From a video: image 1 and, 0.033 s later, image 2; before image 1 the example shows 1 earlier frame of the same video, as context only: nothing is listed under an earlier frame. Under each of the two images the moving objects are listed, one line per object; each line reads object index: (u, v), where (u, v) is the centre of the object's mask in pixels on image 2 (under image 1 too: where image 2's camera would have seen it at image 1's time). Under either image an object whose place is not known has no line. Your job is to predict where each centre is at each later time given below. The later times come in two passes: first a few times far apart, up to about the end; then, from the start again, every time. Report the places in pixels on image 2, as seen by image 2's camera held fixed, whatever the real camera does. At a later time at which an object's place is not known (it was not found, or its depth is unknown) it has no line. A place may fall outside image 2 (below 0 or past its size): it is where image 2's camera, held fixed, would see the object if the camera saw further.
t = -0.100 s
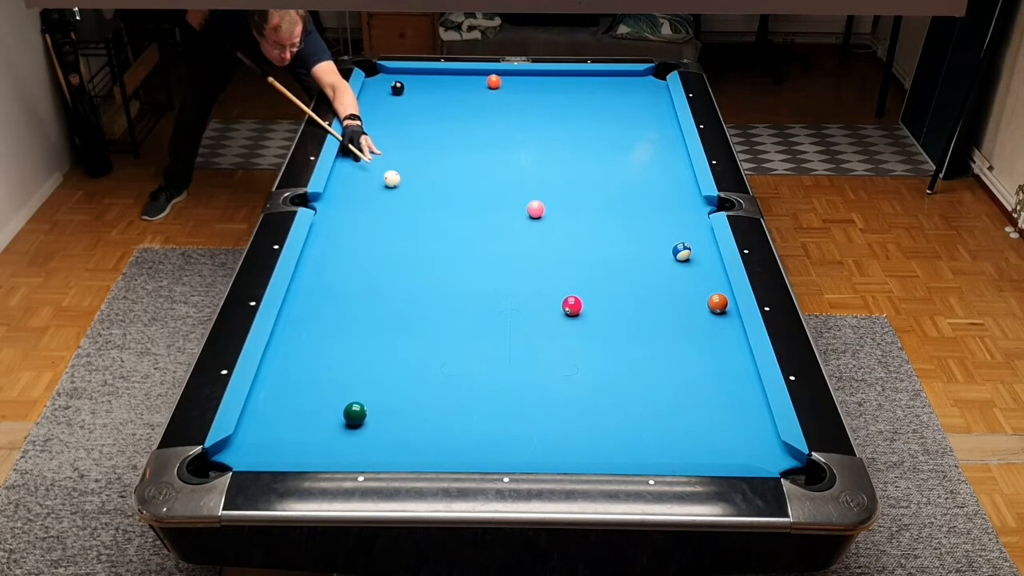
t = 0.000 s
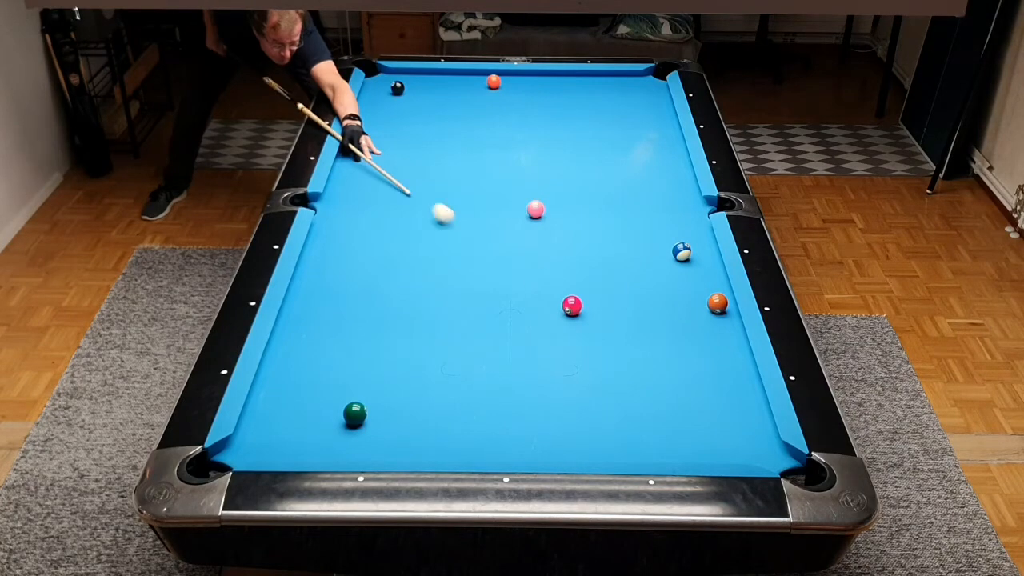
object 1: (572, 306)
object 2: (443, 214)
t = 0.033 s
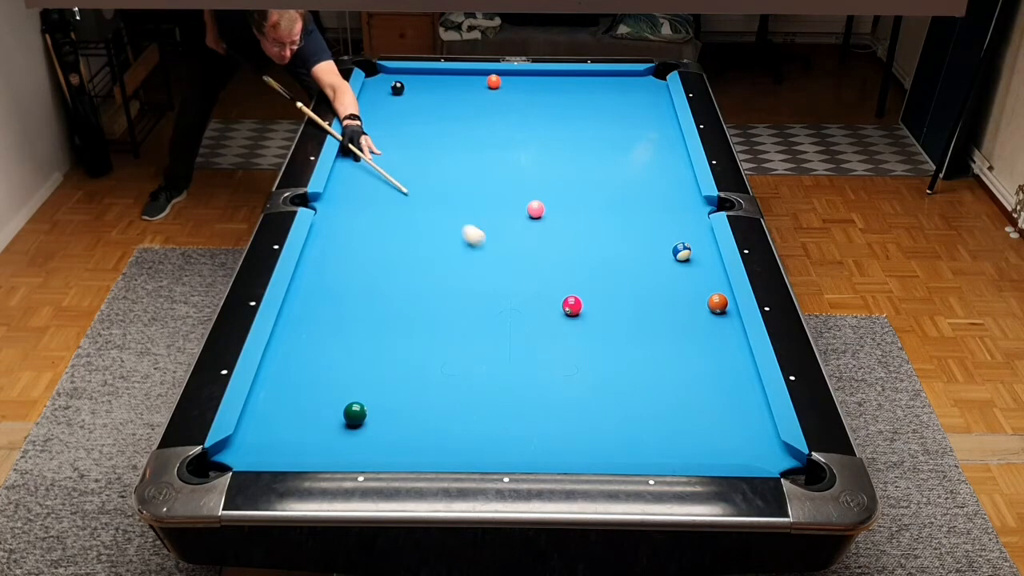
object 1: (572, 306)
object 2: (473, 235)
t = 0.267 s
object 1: (747, 439)
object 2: (567, 293)
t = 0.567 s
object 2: (574, 286)
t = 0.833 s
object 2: (580, 280)
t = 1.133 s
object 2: (585, 274)
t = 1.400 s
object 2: (588, 271)
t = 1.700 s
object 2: (591, 267)
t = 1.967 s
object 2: (592, 265)
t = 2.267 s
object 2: (593, 263)
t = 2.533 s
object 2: (592, 263)
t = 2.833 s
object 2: (592, 263)
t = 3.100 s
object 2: (592, 263)
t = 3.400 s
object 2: (592, 263)
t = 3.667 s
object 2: (592, 263)
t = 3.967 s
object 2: (592, 263)
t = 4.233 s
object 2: (592, 263)
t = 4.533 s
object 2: (592, 263)
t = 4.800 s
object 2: (592, 263)
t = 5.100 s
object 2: (592, 263)
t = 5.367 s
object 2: (592, 263)
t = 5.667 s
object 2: (592, 263)
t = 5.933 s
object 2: (592, 263)
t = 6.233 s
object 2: (592, 263)
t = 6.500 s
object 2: (592, 263)
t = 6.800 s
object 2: (592, 263)
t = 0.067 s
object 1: (572, 306)
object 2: (505, 258)
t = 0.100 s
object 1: (572, 306)
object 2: (539, 281)
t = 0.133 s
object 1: (586, 314)
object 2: (561, 296)
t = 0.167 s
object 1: (622, 343)
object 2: (564, 296)
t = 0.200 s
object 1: (661, 372)
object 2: (566, 295)
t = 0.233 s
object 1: (703, 405)
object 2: (567, 295)
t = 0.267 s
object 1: (747, 439)
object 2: (567, 293)
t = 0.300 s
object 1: (797, 474)
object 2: (568, 293)
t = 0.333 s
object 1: (815, 480)
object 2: (569, 292)
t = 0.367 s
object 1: (800, 481)
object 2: (570, 291)
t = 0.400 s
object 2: (571, 290)
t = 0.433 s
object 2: (572, 289)
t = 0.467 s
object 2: (572, 288)
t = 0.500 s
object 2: (573, 287)
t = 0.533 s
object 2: (574, 287)
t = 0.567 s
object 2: (574, 286)
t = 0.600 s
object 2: (575, 285)
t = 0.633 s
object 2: (576, 284)
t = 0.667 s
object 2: (577, 283)
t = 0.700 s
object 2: (578, 283)
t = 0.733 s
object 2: (578, 282)
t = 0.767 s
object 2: (579, 281)
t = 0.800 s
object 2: (579, 281)
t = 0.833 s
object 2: (580, 280)
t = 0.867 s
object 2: (581, 280)
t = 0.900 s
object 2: (581, 279)
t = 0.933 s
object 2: (582, 278)
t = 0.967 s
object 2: (582, 277)
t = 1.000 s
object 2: (583, 277)
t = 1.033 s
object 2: (583, 276)
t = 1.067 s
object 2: (584, 276)
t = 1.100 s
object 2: (584, 275)
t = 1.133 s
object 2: (585, 274)
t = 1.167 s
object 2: (585, 274)
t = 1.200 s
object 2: (586, 273)
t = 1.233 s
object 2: (586, 273)
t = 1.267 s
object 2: (586, 272)
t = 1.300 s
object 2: (587, 272)
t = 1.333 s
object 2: (588, 271)
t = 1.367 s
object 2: (588, 271)
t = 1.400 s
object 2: (588, 271)
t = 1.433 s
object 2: (589, 270)
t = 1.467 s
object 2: (589, 270)
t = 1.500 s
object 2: (589, 269)
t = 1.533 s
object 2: (590, 269)
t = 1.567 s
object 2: (590, 268)
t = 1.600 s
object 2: (590, 268)
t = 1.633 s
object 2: (590, 268)
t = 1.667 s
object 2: (590, 267)
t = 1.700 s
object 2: (591, 267)
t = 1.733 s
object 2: (591, 267)
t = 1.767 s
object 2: (591, 267)
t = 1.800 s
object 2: (591, 266)
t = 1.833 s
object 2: (592, 266)
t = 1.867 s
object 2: (592, 266)
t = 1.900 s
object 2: (592, 265)
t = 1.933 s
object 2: (592, 265)
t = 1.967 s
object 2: (592, 265)
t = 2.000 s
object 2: (592, 265)
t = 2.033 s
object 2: (593, 264)
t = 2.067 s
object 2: (593, 264)
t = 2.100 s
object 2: (593, 264)
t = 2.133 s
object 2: (593, 264)
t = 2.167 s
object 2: (593, 264)
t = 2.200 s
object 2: (593, 264)
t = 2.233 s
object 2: (593, 263)
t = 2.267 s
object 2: (593, 263)
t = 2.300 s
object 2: (593, 263)
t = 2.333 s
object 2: (592, 263)
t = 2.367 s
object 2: (592, 263)
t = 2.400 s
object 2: (592, 263)
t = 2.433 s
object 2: (592, 263)
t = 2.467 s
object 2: (592, 263)
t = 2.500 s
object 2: (592, 263)
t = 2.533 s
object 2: (592, 263)
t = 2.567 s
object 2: (592, 263)
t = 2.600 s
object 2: (592, 263)
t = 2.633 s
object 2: (592, 263)
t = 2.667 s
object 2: (592, 263)
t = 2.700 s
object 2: (592, 263)
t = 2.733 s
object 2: (592, 263)
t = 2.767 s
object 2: (592, 263)
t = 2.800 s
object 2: (592, 263)
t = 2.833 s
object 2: (592, 263)
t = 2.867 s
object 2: (592, 263)
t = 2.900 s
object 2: (592, 263)
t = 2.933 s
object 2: (592, 263)
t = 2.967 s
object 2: (592, 263)
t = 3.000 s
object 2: (592, 263)
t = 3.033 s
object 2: (592, 263)
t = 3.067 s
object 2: (592, 263)
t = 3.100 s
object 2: (592, 263)
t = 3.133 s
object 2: (592, 263)
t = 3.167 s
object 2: (592, 263)
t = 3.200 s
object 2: (592, 263)
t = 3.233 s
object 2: (592, 263)
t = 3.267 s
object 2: (592, 263)
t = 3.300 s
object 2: (592, 263)
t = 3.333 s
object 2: (592, 263)
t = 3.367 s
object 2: (592, 263)
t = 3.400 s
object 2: (592, 263)
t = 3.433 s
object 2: (592, 263)
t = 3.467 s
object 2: (592, 263)
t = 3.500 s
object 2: (592, 263)
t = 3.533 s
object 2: (592, 263)
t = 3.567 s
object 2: (592, 263)
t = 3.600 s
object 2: (592, 263)
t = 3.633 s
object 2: (592, 263)
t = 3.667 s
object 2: (592, 263)
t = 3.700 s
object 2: (592, 263)
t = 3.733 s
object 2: (592, 263)
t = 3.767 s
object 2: (592, 263)
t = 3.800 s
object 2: (592, 263)
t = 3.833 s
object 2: (592, 263)
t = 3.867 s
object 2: (592, 263)
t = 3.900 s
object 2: (592, 263)
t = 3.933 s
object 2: (592, 263)
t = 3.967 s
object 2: (592, 263)
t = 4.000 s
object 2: (592, 263)
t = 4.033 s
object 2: (592, 263)
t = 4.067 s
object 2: (592, 263)
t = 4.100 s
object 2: (592, 263)
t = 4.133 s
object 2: (592, 263)
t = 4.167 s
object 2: (592, 263)
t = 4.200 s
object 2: (592, 263)
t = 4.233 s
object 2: (592, 263)
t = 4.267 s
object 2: (592, 263)
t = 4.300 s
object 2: (592, 263)
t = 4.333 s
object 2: (592, 263)
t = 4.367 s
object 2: (592, 263)
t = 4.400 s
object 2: (592, 263)
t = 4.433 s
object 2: (592, 263)
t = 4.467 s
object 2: (592, 263)
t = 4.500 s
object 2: (592, 263)
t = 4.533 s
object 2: (592, 263)
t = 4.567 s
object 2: (592, 263)
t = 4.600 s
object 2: (592, 263)
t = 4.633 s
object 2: (592, 263)
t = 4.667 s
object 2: (592, 263)
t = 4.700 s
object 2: (592, 263)
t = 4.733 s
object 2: (592, 263)
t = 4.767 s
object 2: (592, 263)
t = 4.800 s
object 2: (592, 263)
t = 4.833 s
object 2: (592, 263)
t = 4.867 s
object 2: (592, 263)
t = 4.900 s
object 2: (592, 263)
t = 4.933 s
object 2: (592, 263)
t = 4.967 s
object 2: (592, 263)
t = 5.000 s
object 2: (592, 263)
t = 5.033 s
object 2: (592, 263)
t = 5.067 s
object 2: (592, 263)
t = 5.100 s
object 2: (592, 263)
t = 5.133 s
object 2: (592, 263)
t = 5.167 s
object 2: (592, 263)
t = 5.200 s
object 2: (592, 263)
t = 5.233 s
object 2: (592, 263)
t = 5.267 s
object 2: (592, 263)
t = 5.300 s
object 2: (592, 263)
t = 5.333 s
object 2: (592, 263)
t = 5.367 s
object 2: (592, 263)
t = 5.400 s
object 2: (592, 263)
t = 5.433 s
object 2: (592, 263)
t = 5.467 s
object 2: (592, 263)
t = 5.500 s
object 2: (592, 263)
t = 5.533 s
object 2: (592, 263)
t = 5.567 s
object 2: (592, 263)
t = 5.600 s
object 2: (592, 263)
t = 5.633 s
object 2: (592, 263)
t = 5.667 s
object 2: (592, 263)
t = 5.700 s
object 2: (592, 263)
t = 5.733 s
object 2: (592, 263)
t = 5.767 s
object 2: (592, 263)
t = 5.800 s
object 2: (592, 263)
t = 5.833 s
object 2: (592, 263)
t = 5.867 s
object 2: (592, 263)
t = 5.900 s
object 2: (592, 263)
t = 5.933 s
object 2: (592, 263)
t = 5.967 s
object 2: (592, 263)
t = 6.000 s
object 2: (592, 263)
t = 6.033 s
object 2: (592, 263)
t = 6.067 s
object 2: (592, 263)
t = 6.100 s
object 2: (592, 263)
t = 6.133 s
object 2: (592, 263)
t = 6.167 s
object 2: (592, 263)
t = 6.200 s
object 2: (592, 263)
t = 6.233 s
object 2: (592, 263)
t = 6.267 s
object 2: (592, 263)
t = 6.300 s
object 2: (592, 263)
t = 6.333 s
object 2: (592, 263)
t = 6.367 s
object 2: (592, 263)
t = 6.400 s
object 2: (592, 263)
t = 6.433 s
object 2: (592, 263)
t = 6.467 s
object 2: (592, 263)
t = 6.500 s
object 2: (592, 263)
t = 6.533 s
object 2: (592, 263)
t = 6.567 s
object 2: (592, 263)
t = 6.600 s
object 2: (592, 263)
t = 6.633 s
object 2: (592, 263)
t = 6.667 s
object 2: (592, 263)
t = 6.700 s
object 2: (592, 263)
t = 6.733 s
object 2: (592, 263)
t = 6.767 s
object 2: (592, 263)
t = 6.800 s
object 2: (592, 263)
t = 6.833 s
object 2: (592, 263)
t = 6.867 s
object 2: (592, 263)
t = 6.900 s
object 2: (592, 263)
